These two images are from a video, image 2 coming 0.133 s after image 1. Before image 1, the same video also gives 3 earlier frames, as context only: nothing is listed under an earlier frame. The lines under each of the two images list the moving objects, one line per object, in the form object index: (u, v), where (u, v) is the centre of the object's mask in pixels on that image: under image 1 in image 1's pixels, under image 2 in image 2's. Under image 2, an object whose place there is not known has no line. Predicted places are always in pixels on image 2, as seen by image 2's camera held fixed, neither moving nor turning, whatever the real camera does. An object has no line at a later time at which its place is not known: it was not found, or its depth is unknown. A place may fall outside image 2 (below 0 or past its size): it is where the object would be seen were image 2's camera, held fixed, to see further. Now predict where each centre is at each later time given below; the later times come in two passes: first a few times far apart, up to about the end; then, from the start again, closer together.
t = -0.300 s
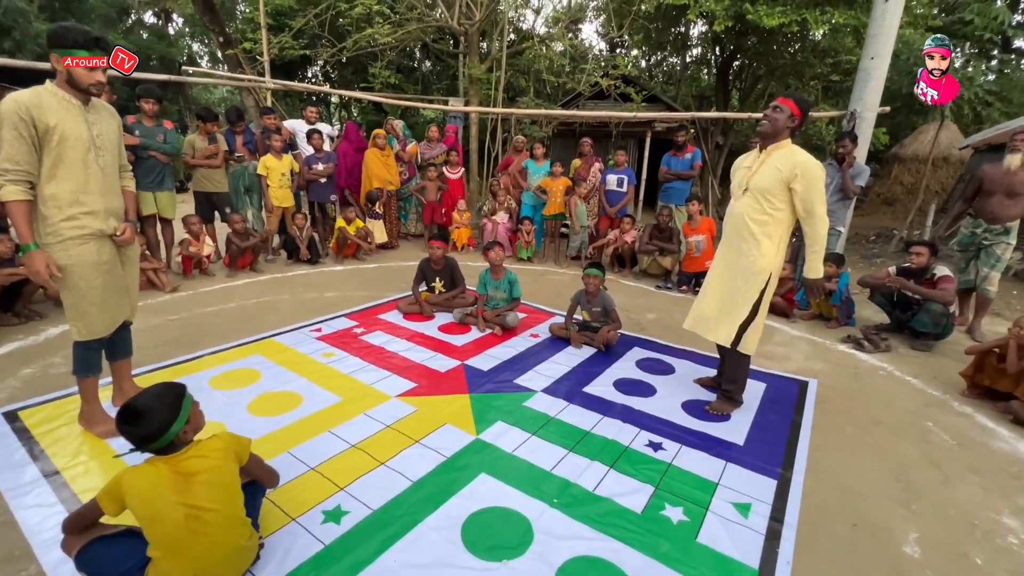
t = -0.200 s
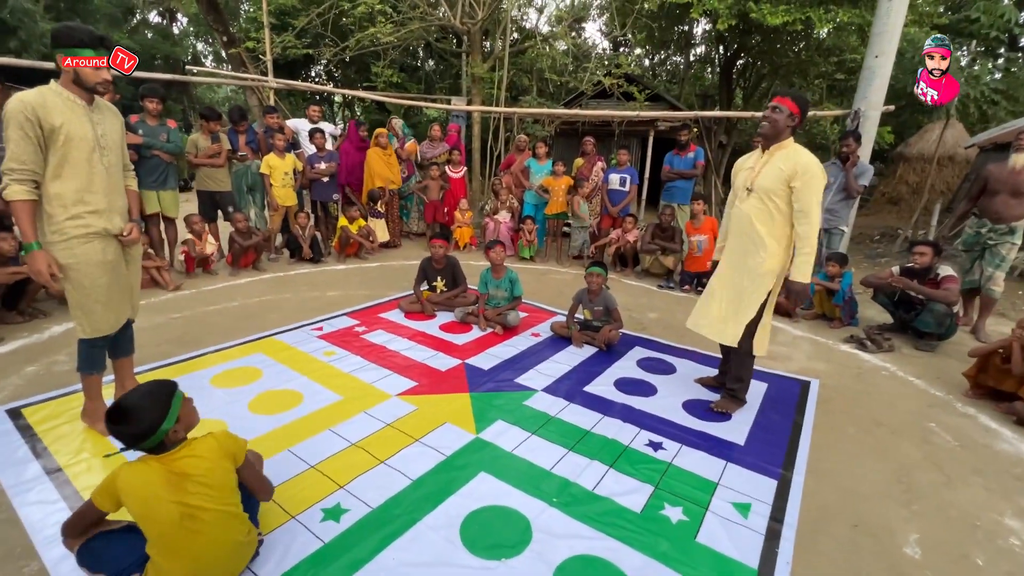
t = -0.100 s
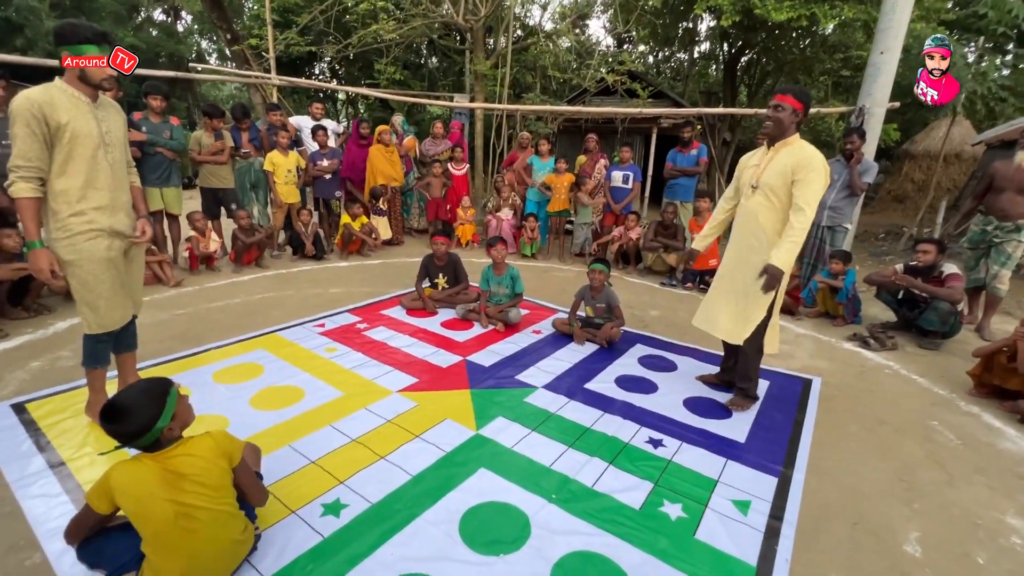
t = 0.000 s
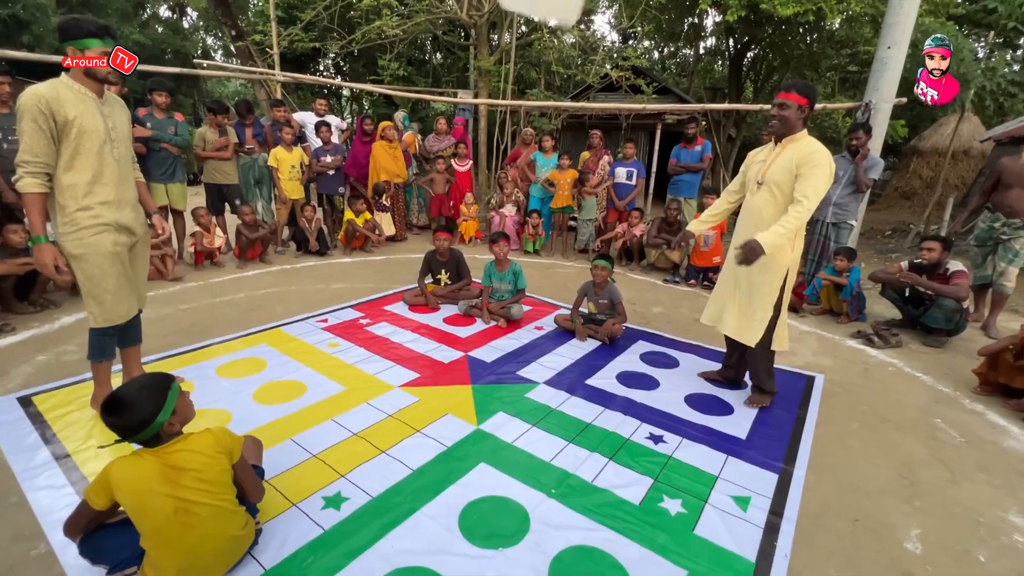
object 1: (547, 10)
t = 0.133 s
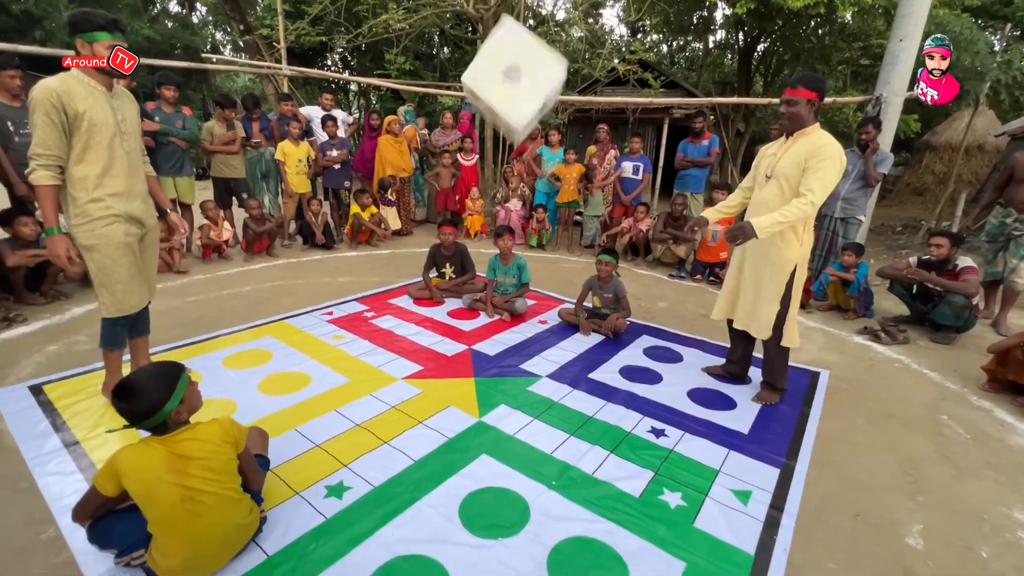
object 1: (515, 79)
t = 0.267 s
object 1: (480, 232)
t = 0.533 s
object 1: (484, 308)
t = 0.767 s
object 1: (533, 296)
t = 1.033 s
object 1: (551, 310)
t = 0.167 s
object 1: (507, 116)
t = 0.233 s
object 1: (491, 193)
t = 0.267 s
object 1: (480, 232)
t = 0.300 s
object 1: (470, 270)
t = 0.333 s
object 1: (459, 304)
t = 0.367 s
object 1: (449, 340)
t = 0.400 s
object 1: (447, 361)
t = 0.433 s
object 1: (459, 344)
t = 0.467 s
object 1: (468, 329)
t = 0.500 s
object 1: (476, 318)
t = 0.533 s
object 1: (484, 308)
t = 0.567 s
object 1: (492, 299)
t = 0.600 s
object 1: (499, 292)
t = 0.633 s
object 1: (506, 289)
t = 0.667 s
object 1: (513, 288)
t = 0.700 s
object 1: (520, 289)
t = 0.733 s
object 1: (526, 292)
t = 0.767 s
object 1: (533, 296)
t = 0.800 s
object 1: (539, 302)
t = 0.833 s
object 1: (543, 308)
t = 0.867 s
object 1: (546, 316)
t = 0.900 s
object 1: (549, 316)
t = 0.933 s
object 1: (549, 313)
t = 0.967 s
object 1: (550, 311)
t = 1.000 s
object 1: (551, 311)
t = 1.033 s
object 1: (551, 310)
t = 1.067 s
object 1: (551, 310)
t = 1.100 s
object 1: (551, 311)
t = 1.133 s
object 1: (550, 314)
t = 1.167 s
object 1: (550, 314)
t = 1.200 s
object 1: (550, 312)
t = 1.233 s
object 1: (549, 312)
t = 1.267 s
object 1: (549, 312)
